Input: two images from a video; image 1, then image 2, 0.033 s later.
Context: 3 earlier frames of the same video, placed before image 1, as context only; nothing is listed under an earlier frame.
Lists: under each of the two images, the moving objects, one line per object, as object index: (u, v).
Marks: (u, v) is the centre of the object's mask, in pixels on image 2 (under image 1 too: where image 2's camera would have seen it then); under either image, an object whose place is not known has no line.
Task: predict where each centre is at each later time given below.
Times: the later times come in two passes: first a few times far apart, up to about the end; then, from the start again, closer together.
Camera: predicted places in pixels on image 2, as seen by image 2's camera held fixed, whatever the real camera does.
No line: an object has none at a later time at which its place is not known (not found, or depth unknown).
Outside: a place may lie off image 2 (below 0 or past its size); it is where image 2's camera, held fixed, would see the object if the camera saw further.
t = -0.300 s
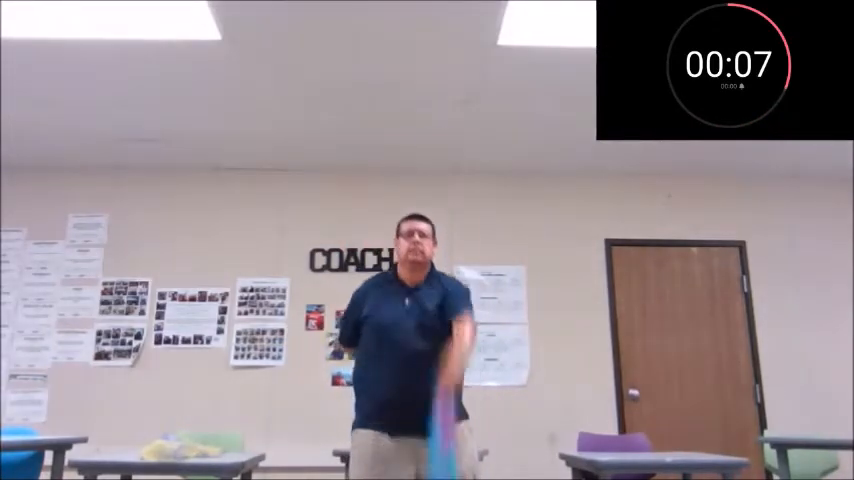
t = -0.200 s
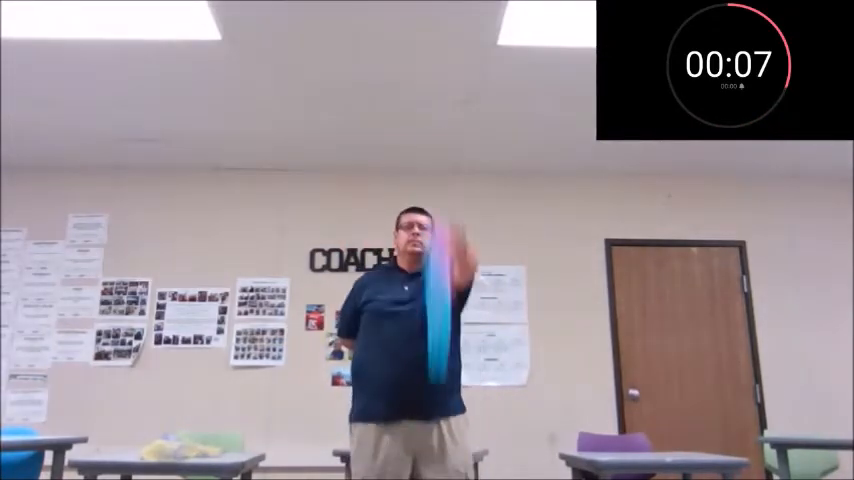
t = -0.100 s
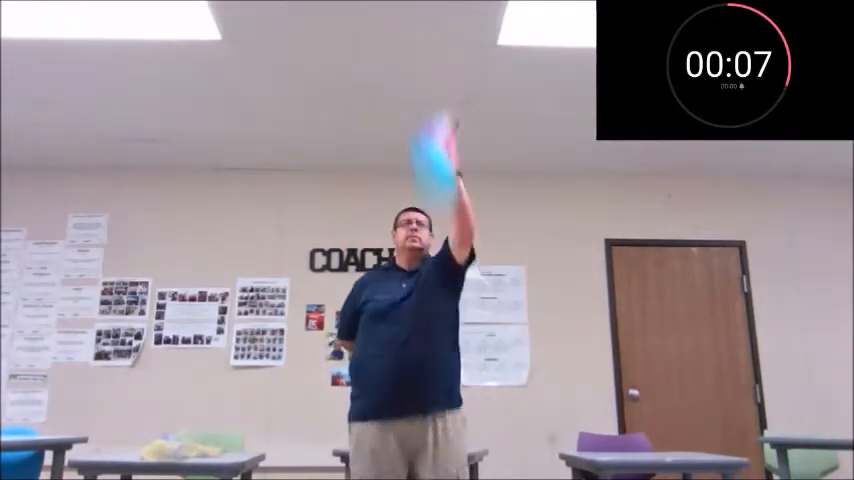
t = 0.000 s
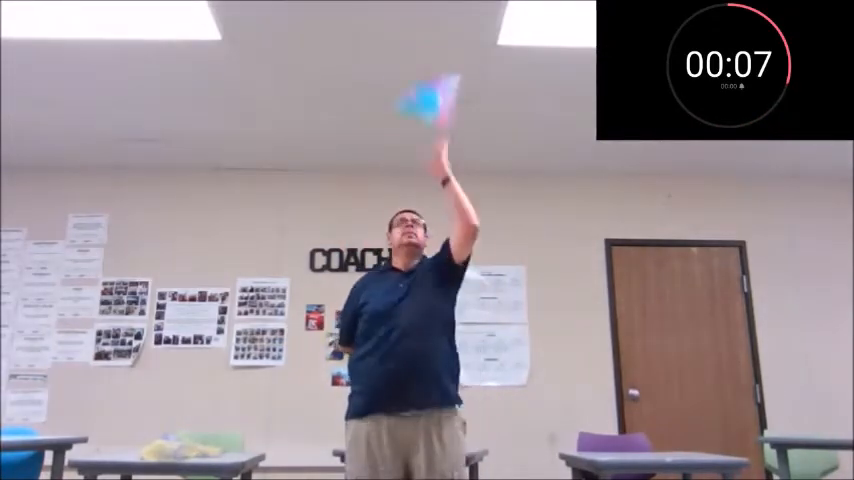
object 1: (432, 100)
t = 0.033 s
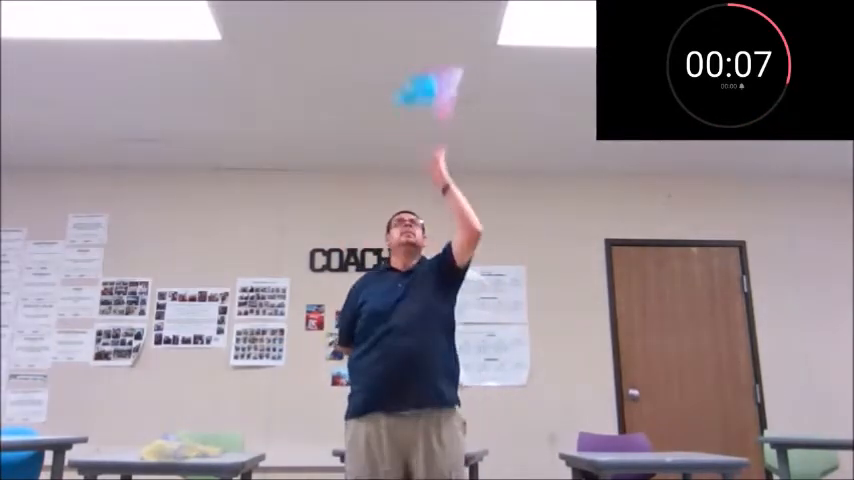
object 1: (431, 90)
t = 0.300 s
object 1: (426, 74)
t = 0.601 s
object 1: (413, 100)
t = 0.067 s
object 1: (431, 84)
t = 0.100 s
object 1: (430, 77)
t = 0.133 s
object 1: (426, 73)
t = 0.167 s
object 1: (425, 71)
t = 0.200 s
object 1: (424, 71)
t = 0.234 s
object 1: (423, 71)
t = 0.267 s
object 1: (425, 73)
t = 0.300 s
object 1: (426, 74)
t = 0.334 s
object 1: (428, 75)
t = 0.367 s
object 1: (428, 78)
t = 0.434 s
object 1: (426, 84)
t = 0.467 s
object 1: (424, 87)
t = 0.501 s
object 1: (421, 90)
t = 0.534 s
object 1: (419, 93)
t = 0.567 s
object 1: (416, 96)
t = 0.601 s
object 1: (413, 100)
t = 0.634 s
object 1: (409, 104)
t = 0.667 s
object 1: (406, 108)
